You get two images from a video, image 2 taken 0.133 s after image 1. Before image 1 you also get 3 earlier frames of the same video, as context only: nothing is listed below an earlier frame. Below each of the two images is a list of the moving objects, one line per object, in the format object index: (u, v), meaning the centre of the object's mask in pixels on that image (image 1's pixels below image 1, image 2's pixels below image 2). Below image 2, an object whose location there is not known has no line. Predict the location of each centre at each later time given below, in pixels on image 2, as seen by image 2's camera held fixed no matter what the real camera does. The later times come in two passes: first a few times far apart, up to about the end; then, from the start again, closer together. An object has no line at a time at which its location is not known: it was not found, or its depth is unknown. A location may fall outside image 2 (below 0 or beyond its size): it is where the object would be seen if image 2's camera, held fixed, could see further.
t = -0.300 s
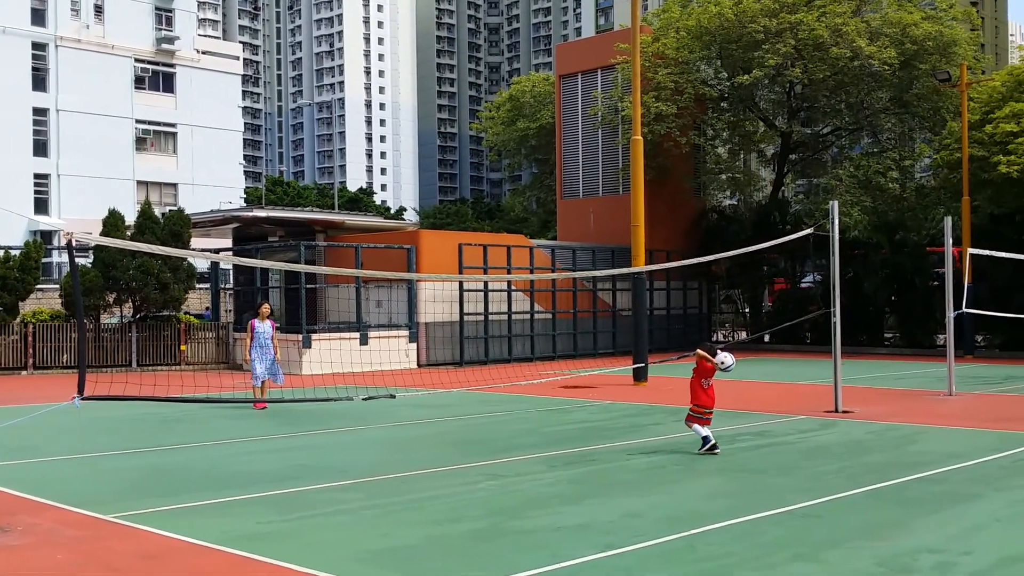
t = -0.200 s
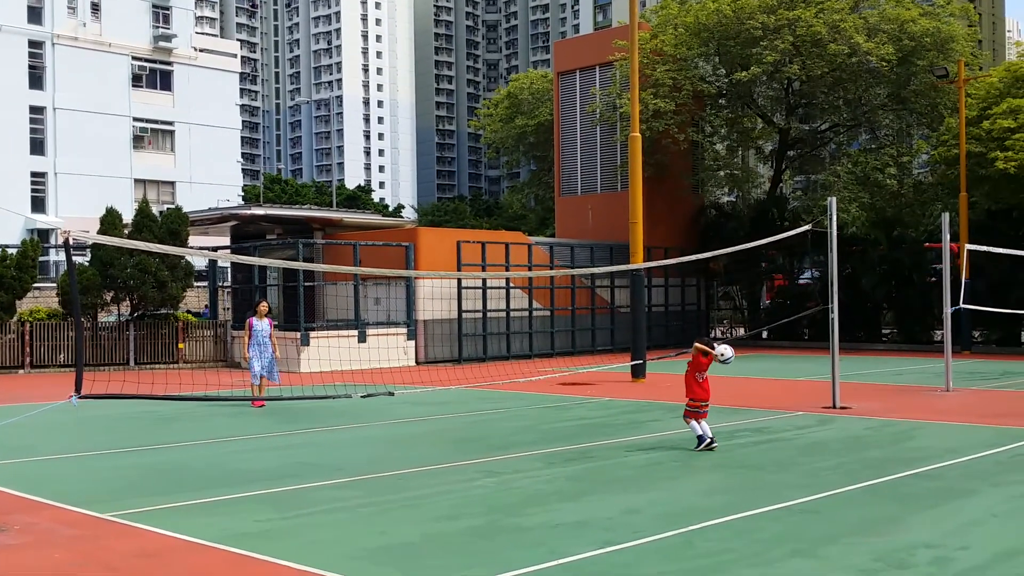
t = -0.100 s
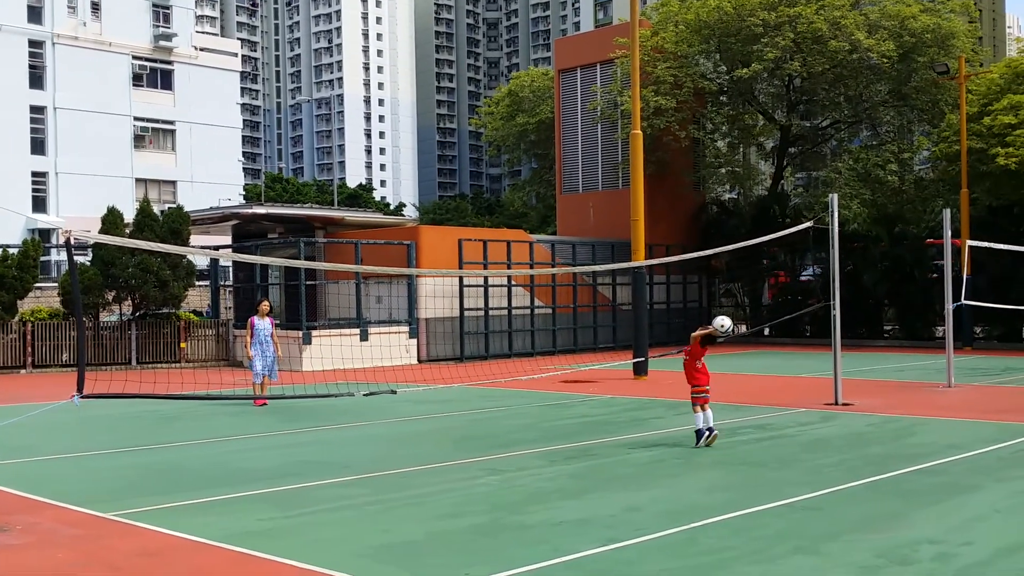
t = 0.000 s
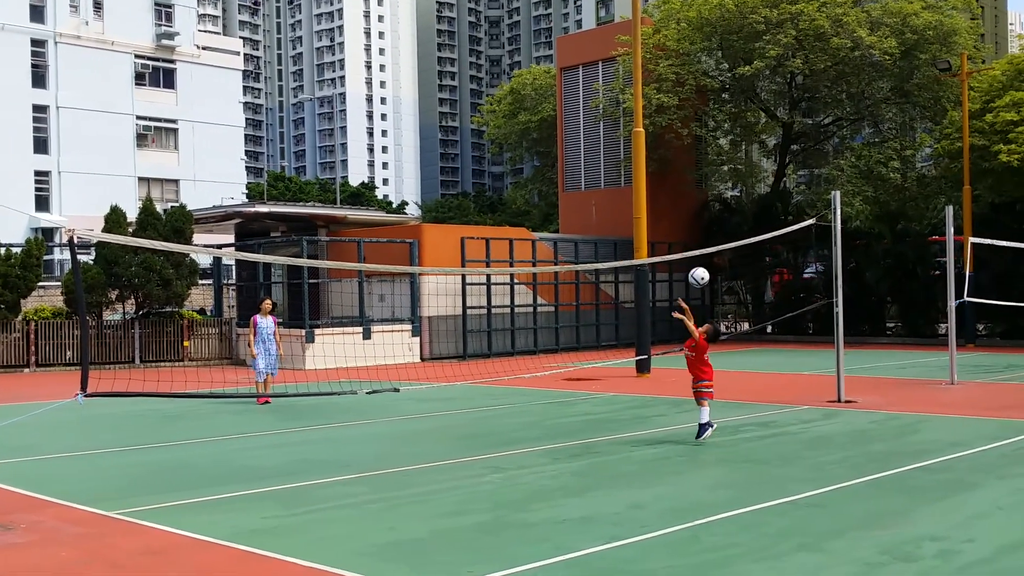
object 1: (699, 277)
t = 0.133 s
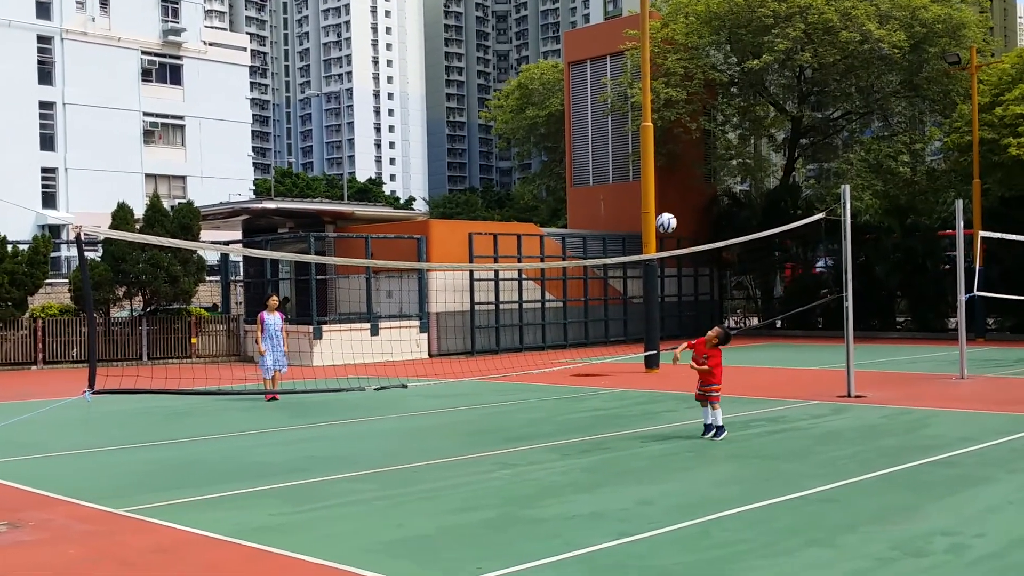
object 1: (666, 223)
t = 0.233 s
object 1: (635, 198)
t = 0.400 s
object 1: (583, 182)
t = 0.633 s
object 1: (513, 209)
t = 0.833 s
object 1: (456, 278)
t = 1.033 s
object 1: (404, 387)
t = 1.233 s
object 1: (370, 368)
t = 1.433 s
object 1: (347, 308)
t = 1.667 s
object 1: (320, 288)
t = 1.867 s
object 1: (300, 315)
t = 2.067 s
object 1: (280, 382)
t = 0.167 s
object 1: (656, 214)
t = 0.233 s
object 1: (635, 198)
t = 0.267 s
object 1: (625, 193)
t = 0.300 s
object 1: (614, 188)
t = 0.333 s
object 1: (604, 185)
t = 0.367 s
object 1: (594, 183)
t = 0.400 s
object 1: (583, 182)
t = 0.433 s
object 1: (573, 183)
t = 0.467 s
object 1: (563, 184)
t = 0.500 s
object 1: (553, 187)
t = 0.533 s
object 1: (543, 191)
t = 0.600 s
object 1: (523, 202)
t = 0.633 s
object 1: (513, 209)
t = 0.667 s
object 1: (503, 217)
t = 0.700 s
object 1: (494, 227)
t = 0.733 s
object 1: (484, 238)
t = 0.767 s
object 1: (475, 250)
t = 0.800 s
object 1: (466, 260)
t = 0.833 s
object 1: (456, 278)
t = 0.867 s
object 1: (448, 294)
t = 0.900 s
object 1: (439, 309)
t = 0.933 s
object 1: (430, 327)
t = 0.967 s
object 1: (421, 346)
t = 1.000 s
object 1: (412, 366)
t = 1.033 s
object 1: (404, 387)
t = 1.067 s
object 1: (395, 408)
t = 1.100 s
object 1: (387, 430)
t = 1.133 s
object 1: (382, 414)
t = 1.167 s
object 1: (378, 398)
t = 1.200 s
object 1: (374, 382)
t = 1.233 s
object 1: (370, 368)
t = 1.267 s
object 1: (366, 356)
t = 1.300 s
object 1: (362, 344)
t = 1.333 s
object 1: (357, 334)
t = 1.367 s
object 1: (354, 324)
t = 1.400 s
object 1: (351, 316)
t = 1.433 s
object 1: (347, 308)
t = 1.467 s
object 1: (343, 303)
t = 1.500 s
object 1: (340, 297)
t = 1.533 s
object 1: (335, 293)
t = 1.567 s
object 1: (331, 290)
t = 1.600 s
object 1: (328, 288)
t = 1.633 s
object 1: (324, 288)
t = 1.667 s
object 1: (320, 288)
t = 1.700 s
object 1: (317, 290)
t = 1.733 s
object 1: (313, 293)
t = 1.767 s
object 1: (309, 297)
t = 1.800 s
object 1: (306, 302)
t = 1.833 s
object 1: (303, 309)
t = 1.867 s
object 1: (300, 315)
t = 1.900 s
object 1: (297, 323)
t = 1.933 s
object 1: (294, 333)
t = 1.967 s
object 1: (290, 344)
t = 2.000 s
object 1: (287, 356)
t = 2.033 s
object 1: (283, 369)
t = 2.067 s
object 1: (280, 382)
